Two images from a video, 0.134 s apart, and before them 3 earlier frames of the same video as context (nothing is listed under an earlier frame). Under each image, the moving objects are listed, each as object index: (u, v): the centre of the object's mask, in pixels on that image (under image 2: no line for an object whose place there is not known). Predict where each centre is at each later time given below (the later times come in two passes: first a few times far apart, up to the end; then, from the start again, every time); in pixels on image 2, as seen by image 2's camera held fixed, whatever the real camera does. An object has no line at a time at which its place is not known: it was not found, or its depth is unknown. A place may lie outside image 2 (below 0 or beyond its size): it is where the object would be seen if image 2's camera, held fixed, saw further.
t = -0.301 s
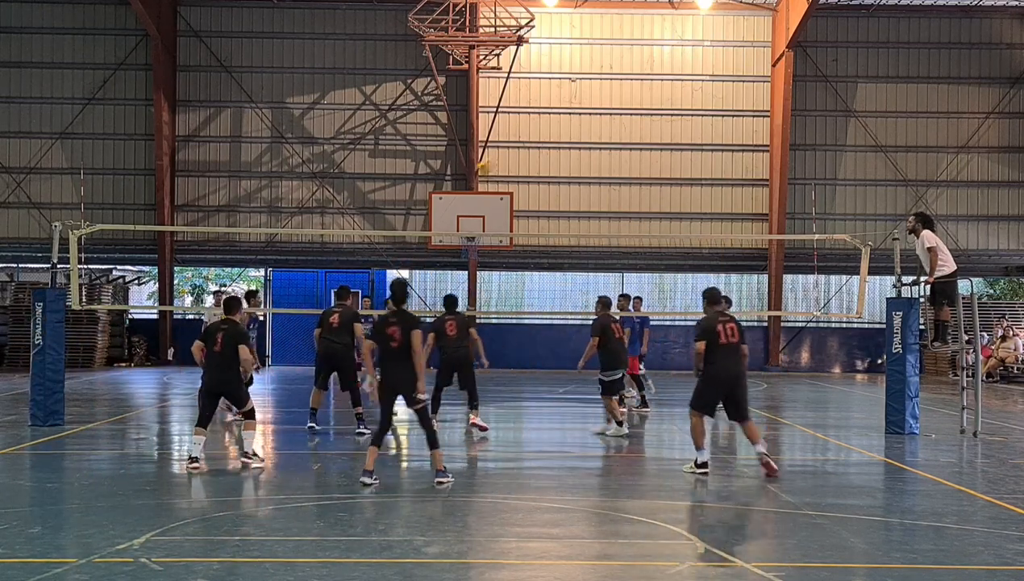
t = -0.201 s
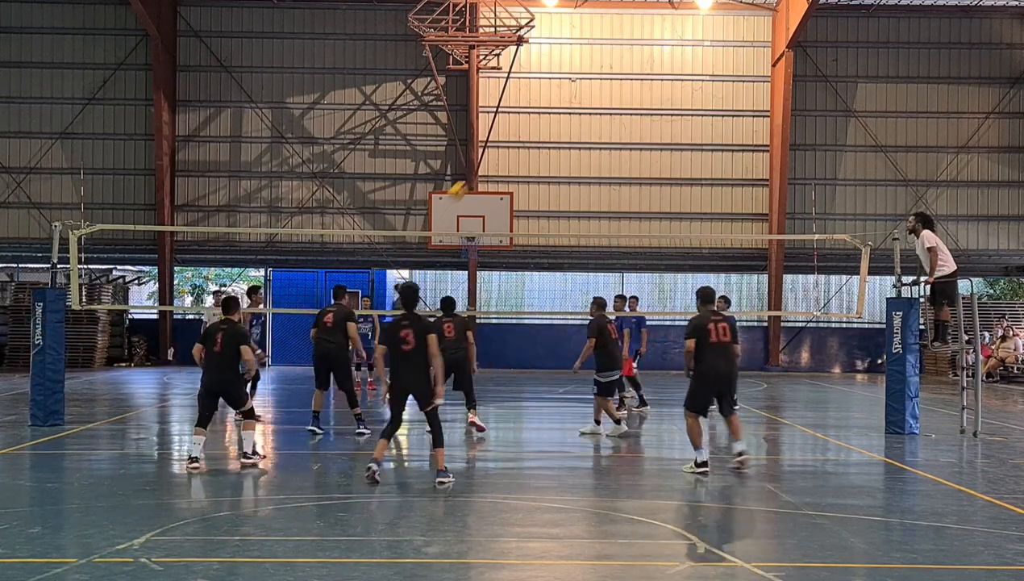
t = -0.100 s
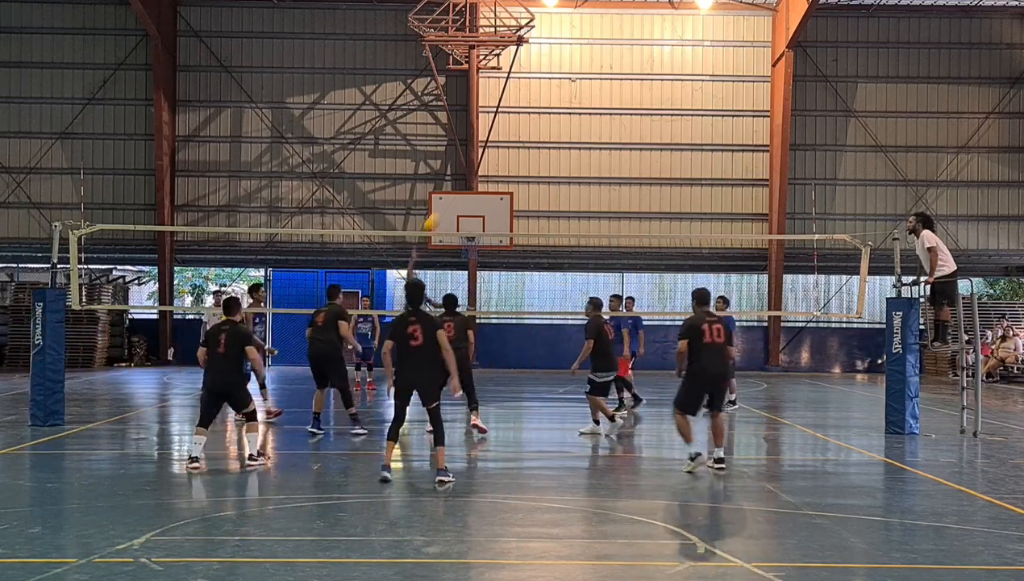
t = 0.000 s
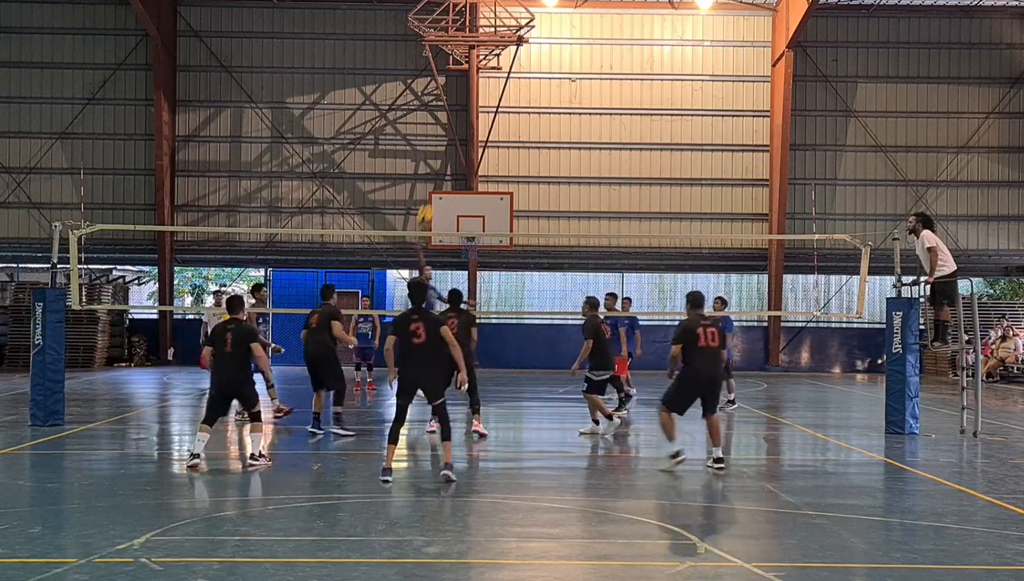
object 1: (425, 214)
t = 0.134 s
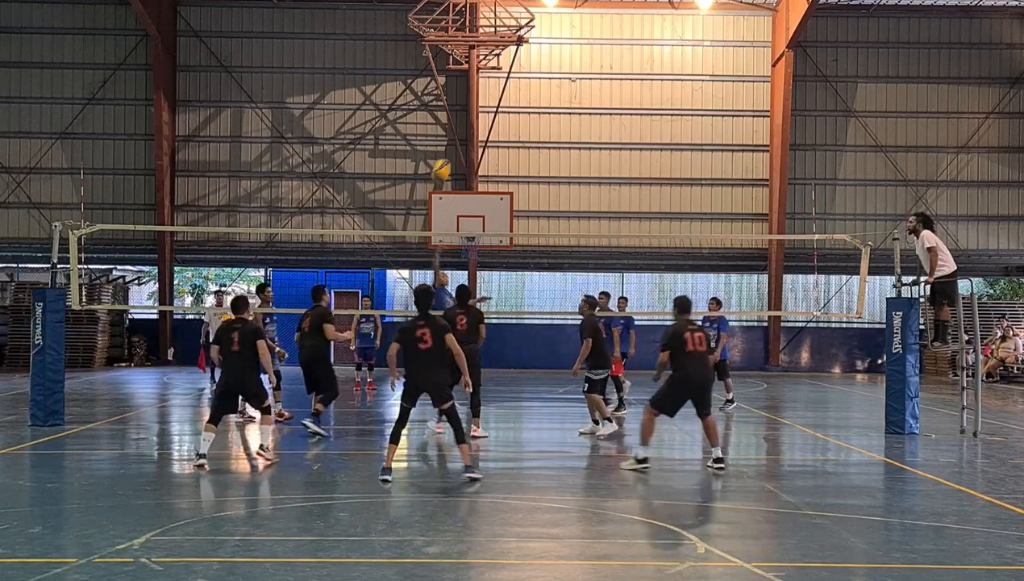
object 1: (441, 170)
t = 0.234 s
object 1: (455, 142)
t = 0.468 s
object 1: (493, 110)
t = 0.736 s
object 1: (552, 135)
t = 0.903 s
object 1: (602, 202)
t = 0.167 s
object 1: (446, 159)
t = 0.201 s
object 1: (450, 151)
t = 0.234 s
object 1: (455, 142)
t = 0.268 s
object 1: (460, 134)
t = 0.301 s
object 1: (464, 128)
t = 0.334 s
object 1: (469, 123)
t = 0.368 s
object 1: (474, 119)
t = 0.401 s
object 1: (481, 114)
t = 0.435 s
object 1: (487, 111)
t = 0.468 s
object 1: (493, 110)
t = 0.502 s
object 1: (499, 108)
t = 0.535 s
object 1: (506, 109)
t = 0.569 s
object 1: (513, 110)
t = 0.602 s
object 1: (520, 112)
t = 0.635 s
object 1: (528, 116)
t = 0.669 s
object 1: (535, 120)
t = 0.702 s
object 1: (543, 127)
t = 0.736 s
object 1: (552, 135)
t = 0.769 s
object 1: (561, 145)
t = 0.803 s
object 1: (569, 156)
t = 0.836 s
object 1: (580, 170)
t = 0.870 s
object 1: (591, 188)
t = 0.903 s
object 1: (602, 202)
